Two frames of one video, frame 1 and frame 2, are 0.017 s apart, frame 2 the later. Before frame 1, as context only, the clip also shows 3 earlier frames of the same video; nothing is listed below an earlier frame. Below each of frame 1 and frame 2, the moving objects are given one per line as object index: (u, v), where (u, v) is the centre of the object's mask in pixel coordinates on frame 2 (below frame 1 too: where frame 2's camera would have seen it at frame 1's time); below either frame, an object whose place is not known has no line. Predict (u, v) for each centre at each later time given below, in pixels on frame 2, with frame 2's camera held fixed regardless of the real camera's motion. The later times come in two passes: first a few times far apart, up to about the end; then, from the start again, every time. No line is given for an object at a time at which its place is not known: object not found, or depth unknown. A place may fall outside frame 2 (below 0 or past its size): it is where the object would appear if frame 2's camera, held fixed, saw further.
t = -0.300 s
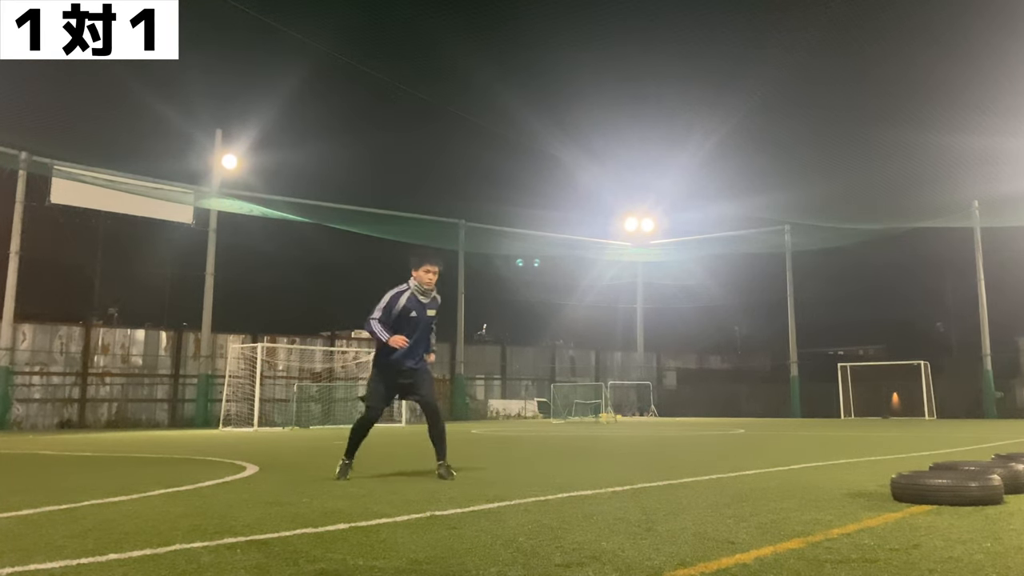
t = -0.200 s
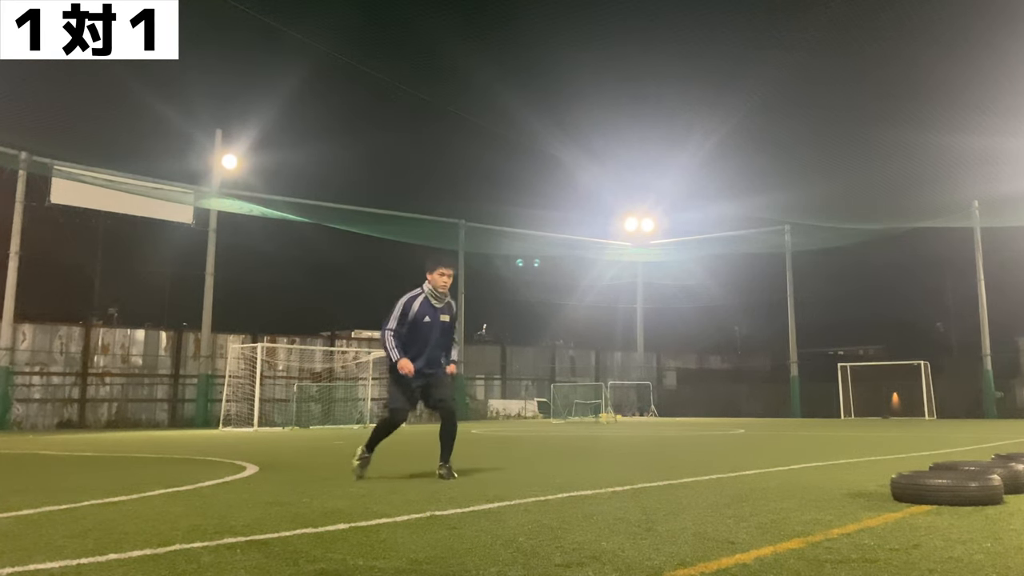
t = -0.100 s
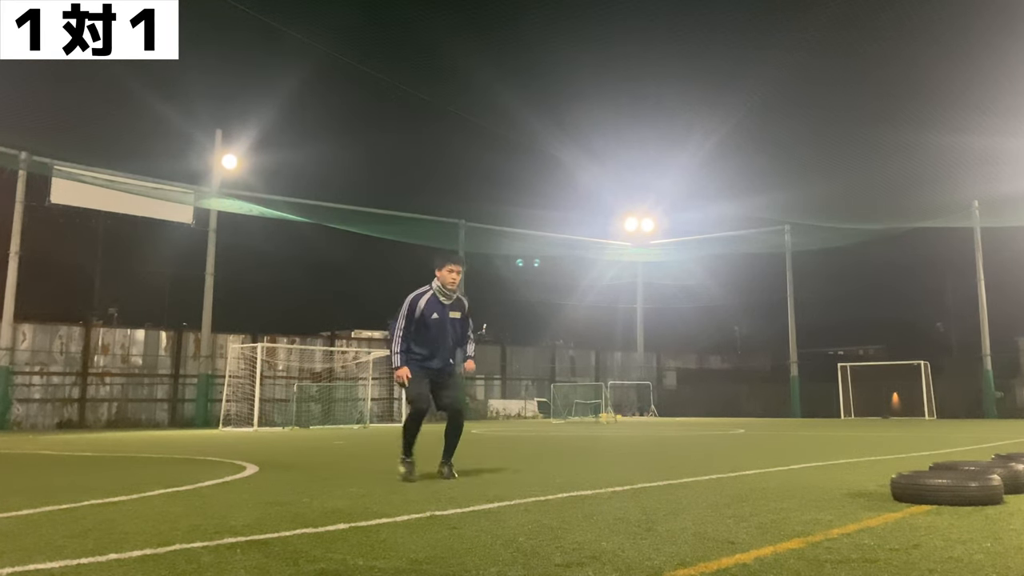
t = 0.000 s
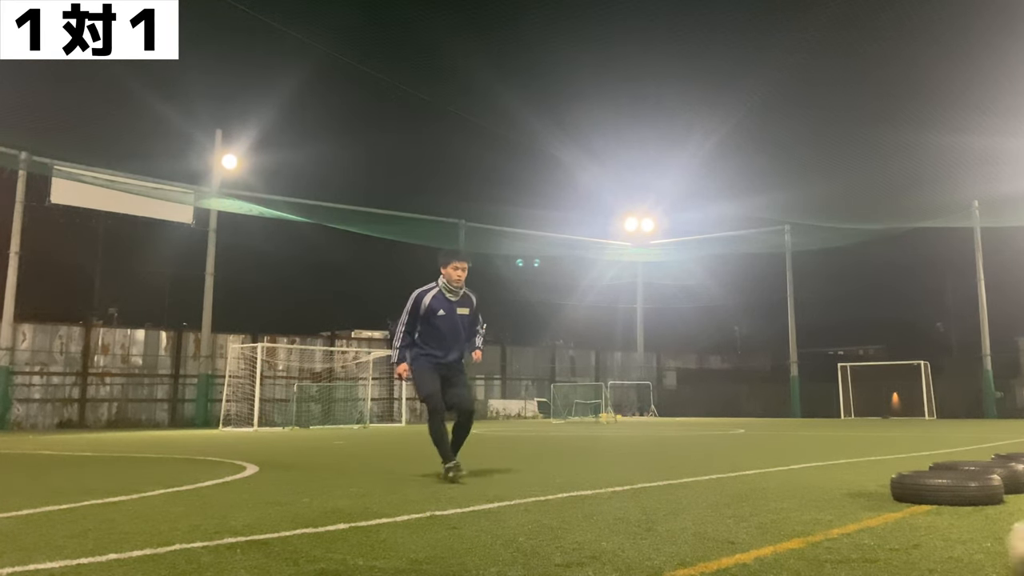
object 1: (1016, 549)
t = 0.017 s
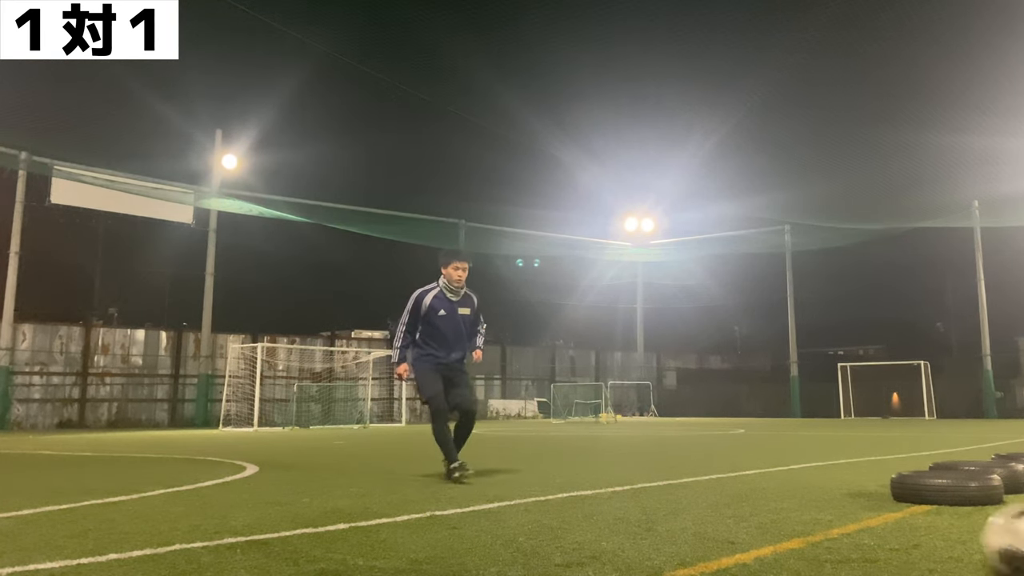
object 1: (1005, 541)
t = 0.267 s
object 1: (773, 517)
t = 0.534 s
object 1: (647, 500)
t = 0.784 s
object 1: (566, 488)
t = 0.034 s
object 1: (992, 539)
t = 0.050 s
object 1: (980, 537)
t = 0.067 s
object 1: (961, 536)
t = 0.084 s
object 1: (939, 536)
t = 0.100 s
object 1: (918, 536)
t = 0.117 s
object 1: (899, 536)
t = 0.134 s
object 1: (879, 538)
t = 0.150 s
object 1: (863, 536)
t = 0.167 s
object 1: (849, 530)
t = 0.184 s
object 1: (834, 526)
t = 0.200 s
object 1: (822, 523)
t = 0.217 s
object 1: (809, 520)
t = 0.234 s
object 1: (797, 518)
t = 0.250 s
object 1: (785, 516)
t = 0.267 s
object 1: (773, 517)
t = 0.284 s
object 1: (762, 519)
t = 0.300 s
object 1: (752, 519)
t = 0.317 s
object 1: (743, 515)
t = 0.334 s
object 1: (734, 512)
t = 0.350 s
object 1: (726, 509)
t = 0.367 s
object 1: (718, 507)
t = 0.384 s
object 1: (710, 506)
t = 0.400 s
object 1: (703, 505)
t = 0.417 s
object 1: (696, 505)
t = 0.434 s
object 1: (689, 506)
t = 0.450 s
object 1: (682, 509)
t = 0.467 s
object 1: (675, 506)
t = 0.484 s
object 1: (667, 503)
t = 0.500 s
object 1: (660, 501)
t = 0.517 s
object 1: (654, 500)
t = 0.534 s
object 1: (647, 500)
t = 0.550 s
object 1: (641, 500)
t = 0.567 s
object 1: (635, 499)
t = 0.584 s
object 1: (629, 498)
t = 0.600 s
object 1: (623, 497)
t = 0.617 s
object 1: (617, 496)
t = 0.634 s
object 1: (612, 495)
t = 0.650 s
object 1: (607, 494)
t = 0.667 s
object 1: (601, 493)
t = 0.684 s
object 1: (596, 493)
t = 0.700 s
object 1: (590, 492)
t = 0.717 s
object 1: (586, 491)
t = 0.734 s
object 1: (581, 490)
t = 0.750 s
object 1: (576, 489)
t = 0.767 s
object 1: (571, 489)
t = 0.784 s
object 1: (566, 488)
